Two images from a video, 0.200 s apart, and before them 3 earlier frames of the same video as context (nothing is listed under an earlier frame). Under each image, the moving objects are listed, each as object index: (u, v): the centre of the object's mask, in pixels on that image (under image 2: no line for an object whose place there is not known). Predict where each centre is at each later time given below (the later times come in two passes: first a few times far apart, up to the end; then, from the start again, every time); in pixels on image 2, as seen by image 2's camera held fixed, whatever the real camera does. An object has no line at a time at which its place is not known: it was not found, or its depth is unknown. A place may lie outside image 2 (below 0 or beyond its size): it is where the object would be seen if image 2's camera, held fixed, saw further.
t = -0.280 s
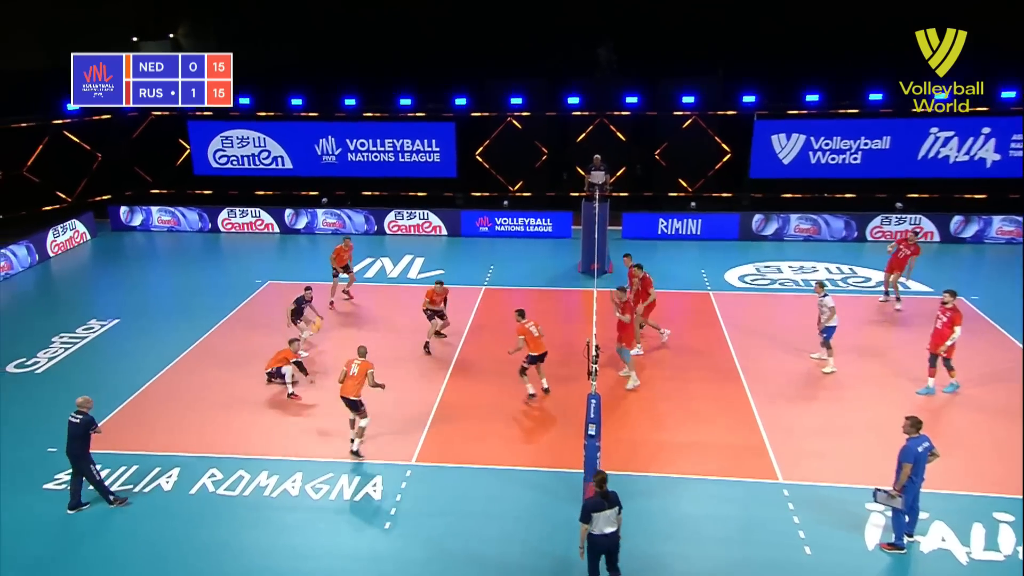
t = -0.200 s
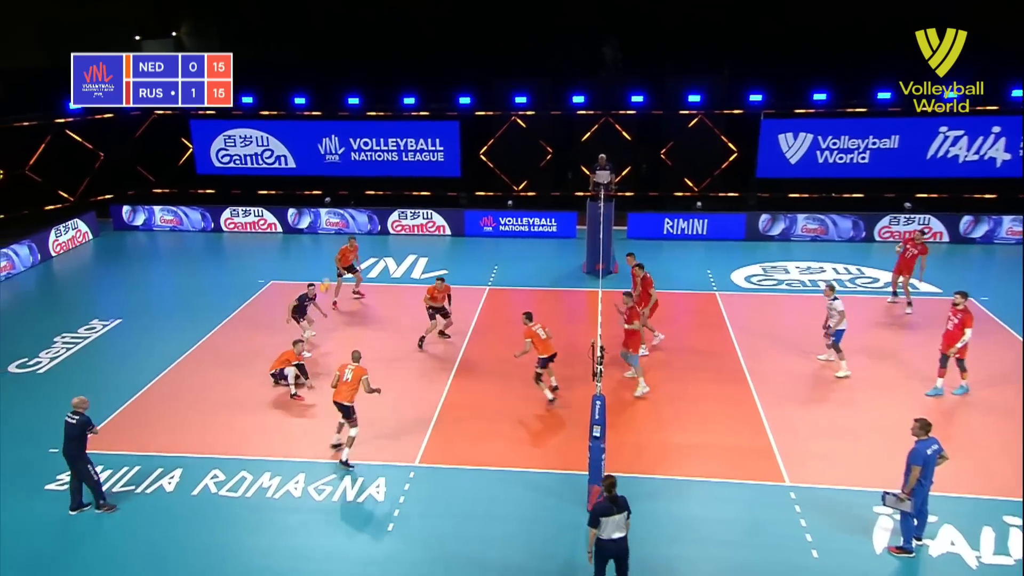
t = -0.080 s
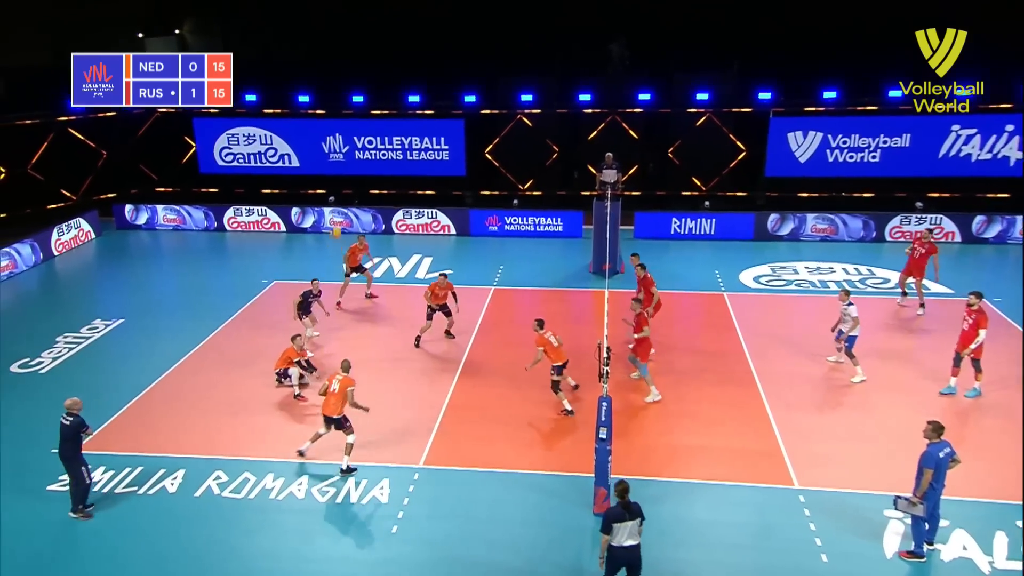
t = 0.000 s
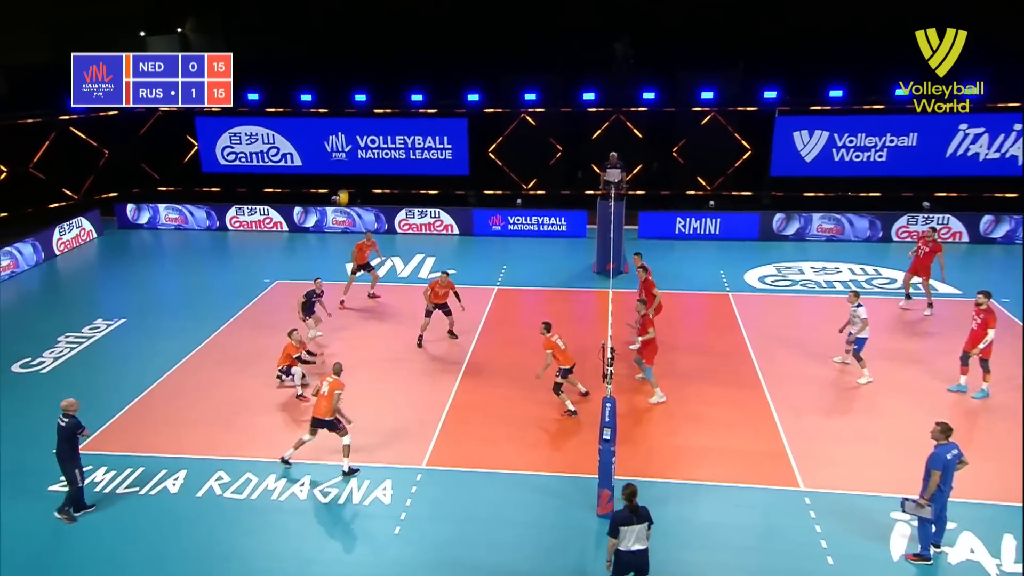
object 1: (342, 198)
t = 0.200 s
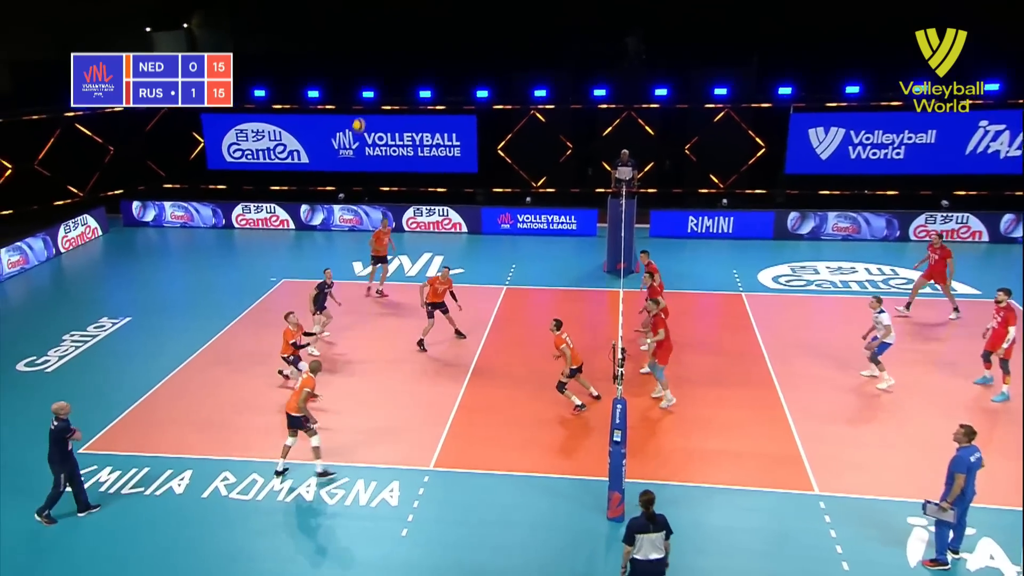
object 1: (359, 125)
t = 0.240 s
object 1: (360, 113)
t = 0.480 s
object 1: (371, 62)
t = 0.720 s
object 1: (384, 44)
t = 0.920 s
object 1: (396, 56)
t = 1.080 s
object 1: (407, 82)
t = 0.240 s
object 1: (360, 113)
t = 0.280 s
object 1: (362, 103)
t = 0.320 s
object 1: (364, 93)
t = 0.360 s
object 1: (366, 83)
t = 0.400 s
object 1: (368, 76)
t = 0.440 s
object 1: (370, 69)
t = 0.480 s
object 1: (371, 62)
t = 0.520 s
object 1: (373, 57)
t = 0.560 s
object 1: (375, 52)
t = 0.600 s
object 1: (377, 49)
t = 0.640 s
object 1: (380, 46)
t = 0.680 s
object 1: (382, 45)
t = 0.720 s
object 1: (384, 44)
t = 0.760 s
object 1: (386, 44)
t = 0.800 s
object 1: (389, 46)
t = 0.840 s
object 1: (391, 48)
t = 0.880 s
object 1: (394, 51)
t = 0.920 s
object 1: (396, 56)
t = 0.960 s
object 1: (400, 60)
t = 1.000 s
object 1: (402, 67)
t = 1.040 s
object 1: (405, 73)
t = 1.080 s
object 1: (407, 82)
